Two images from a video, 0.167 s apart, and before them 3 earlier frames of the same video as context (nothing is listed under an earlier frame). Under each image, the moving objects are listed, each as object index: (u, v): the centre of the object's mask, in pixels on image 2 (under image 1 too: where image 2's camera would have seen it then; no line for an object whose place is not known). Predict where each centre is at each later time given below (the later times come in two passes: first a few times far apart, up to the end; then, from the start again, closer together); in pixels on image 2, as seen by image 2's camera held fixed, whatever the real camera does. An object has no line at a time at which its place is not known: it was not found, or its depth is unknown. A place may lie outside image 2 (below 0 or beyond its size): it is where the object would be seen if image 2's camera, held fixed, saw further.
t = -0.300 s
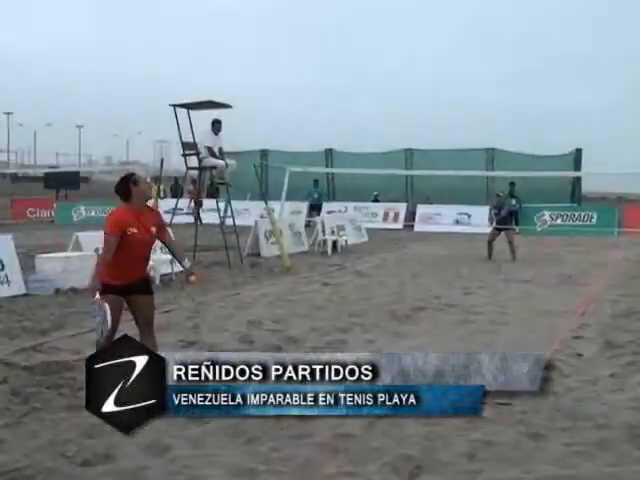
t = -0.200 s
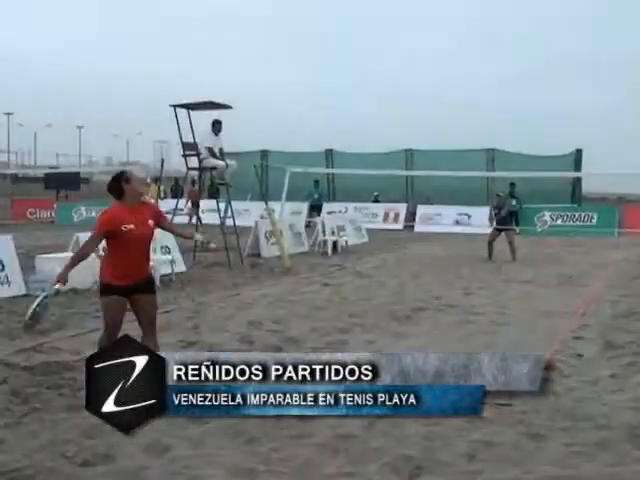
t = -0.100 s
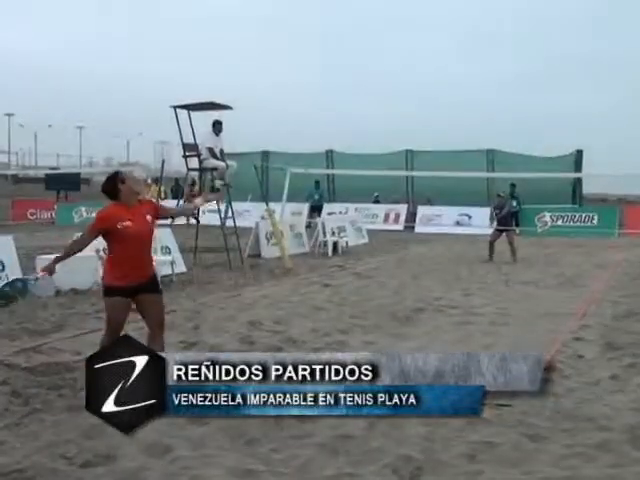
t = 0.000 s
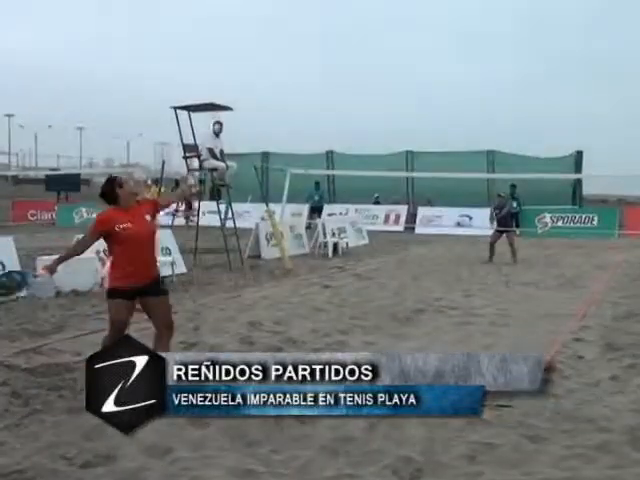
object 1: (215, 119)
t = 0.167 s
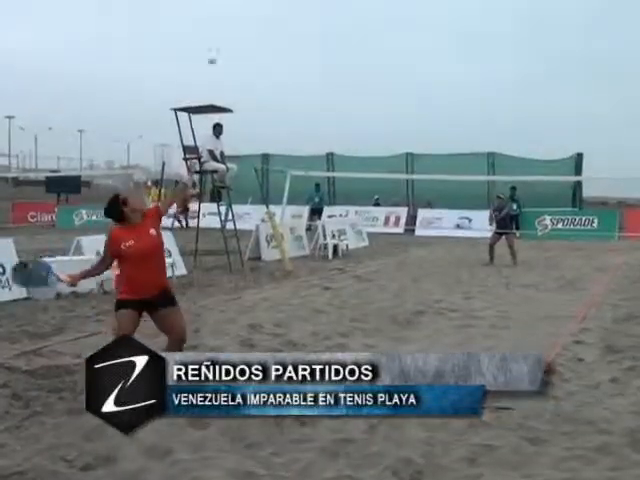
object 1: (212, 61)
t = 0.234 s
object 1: (208, 43)
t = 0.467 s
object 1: (202, 27)
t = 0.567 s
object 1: (198, 40)
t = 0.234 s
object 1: (208, 43)
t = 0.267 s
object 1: (207, 37)
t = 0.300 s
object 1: (206, 32)
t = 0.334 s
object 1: (205, 29)
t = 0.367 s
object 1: (205, 26)
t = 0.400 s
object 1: (204, 25)
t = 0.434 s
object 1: (203, 25)
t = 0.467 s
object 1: (202, 27)
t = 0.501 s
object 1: (201, 30)
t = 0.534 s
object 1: (200, 33)
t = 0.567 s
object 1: (198, 40)
